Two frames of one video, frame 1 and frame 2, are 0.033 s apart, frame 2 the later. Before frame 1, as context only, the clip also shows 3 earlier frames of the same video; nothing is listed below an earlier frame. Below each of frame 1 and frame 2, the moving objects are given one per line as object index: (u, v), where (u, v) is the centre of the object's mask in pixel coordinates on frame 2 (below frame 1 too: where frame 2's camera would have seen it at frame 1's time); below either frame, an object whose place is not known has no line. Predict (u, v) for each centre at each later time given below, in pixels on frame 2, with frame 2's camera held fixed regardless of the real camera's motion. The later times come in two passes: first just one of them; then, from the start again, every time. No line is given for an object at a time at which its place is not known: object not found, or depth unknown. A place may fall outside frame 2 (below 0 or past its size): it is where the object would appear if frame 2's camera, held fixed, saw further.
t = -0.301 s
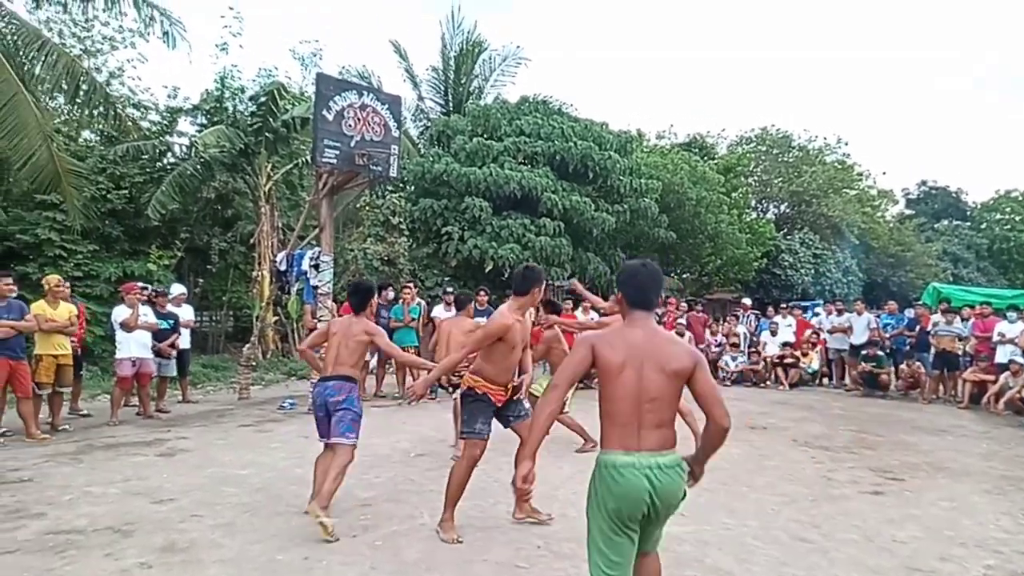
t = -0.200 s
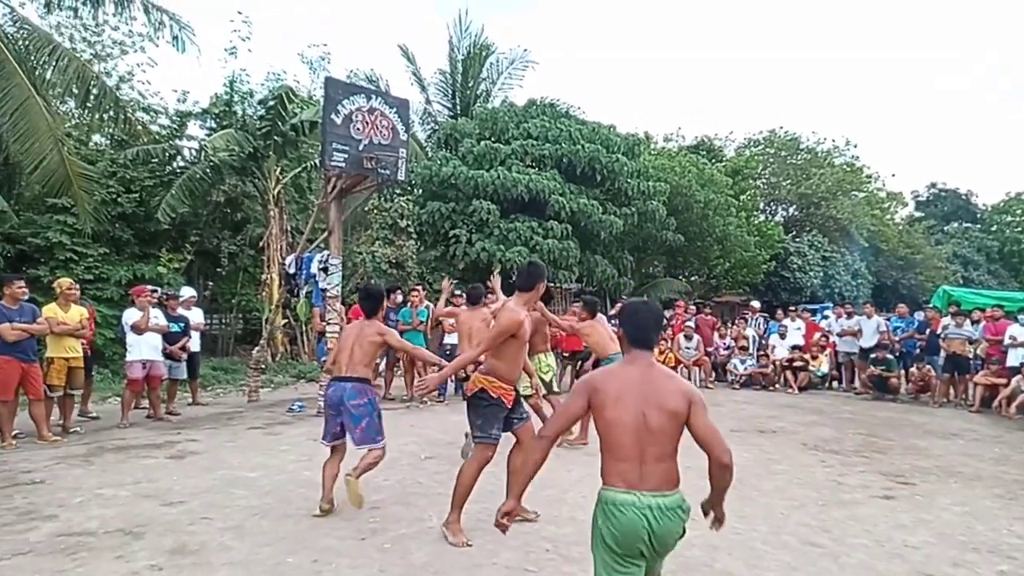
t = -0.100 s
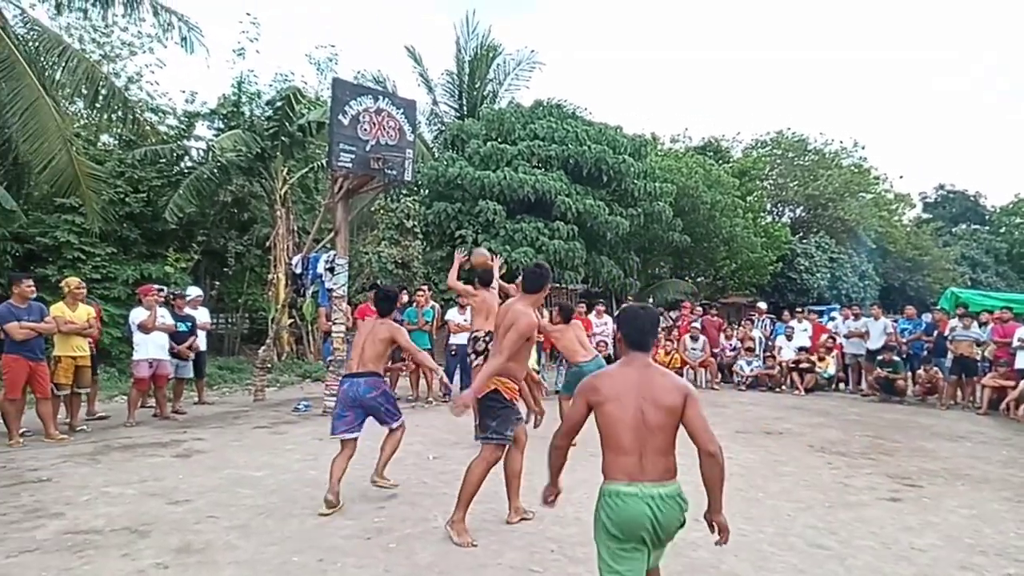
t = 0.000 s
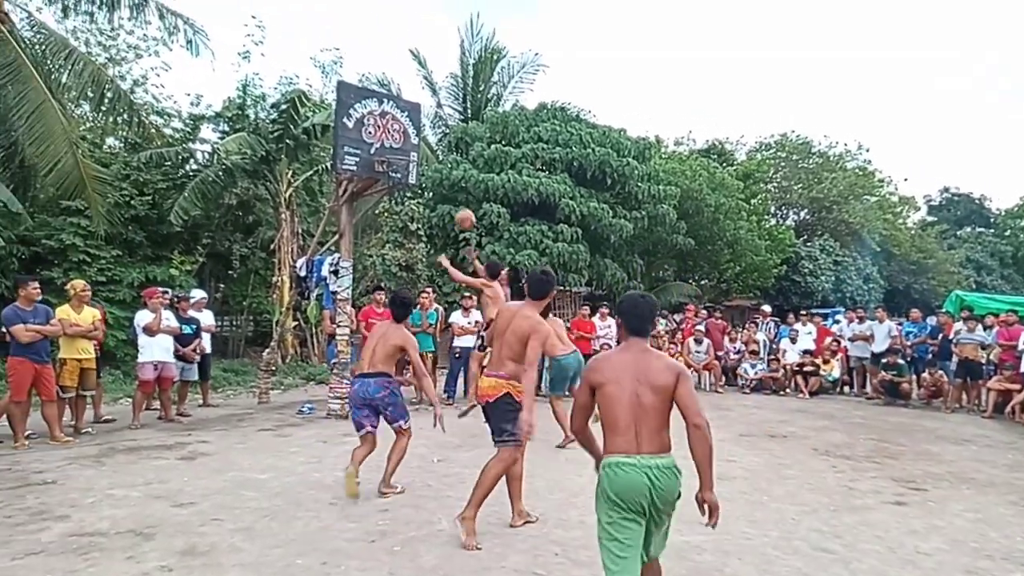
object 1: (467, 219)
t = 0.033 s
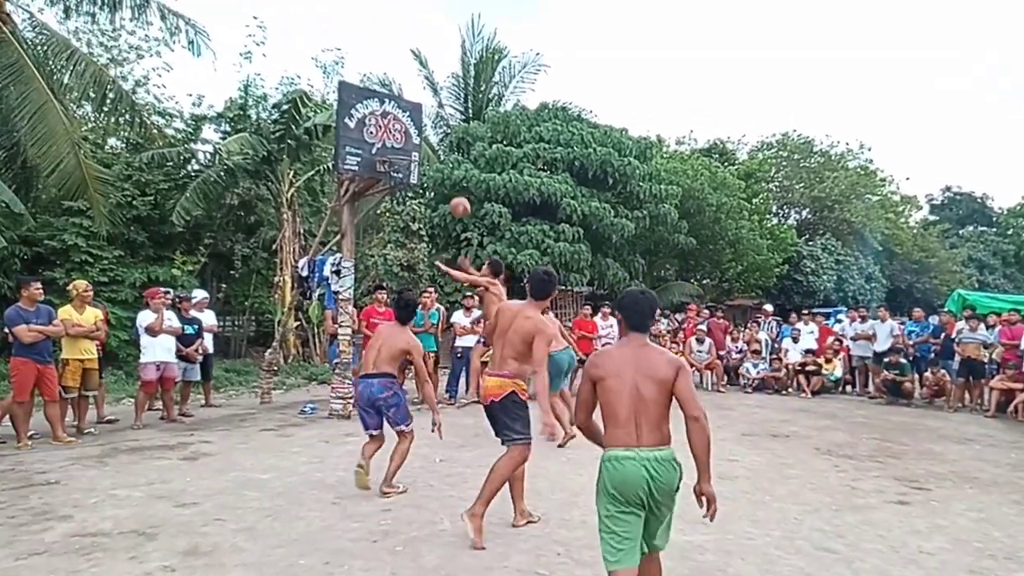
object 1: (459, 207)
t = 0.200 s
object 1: (427, 161)
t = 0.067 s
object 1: (453, 196)
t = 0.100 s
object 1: (446, 186)
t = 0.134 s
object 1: (440, 176)
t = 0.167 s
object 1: (434, 169)
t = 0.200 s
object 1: (427, 161)
